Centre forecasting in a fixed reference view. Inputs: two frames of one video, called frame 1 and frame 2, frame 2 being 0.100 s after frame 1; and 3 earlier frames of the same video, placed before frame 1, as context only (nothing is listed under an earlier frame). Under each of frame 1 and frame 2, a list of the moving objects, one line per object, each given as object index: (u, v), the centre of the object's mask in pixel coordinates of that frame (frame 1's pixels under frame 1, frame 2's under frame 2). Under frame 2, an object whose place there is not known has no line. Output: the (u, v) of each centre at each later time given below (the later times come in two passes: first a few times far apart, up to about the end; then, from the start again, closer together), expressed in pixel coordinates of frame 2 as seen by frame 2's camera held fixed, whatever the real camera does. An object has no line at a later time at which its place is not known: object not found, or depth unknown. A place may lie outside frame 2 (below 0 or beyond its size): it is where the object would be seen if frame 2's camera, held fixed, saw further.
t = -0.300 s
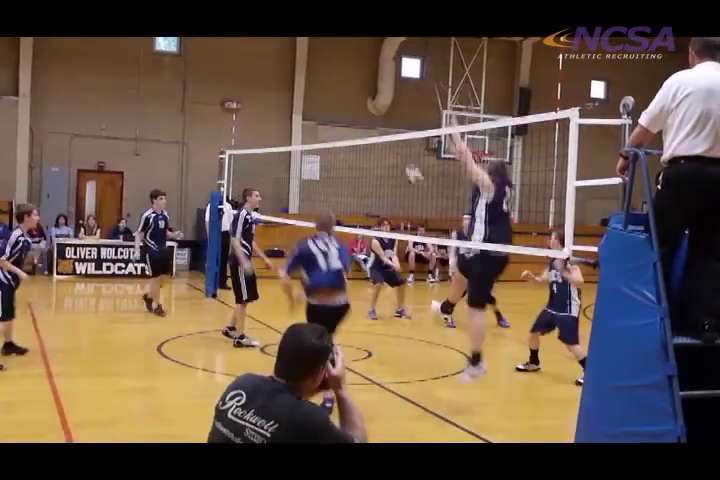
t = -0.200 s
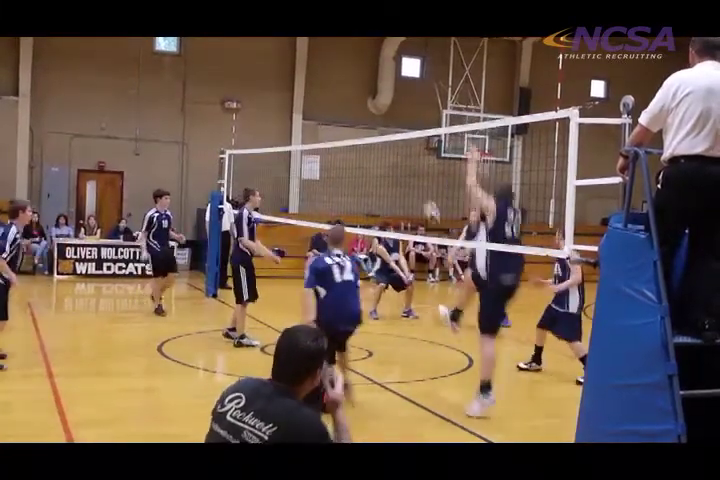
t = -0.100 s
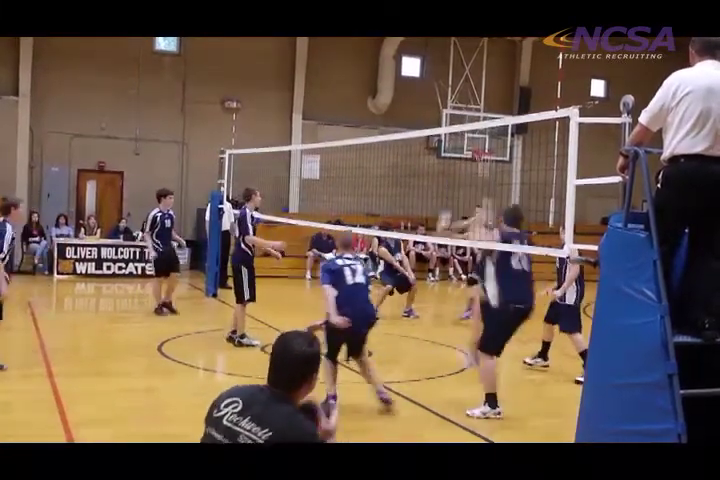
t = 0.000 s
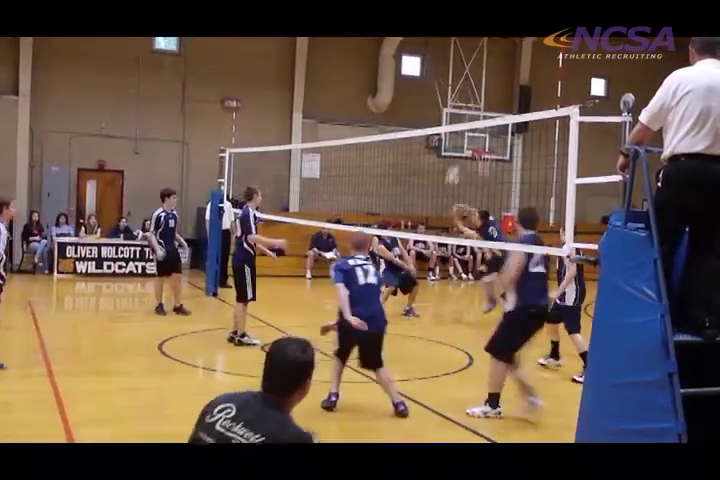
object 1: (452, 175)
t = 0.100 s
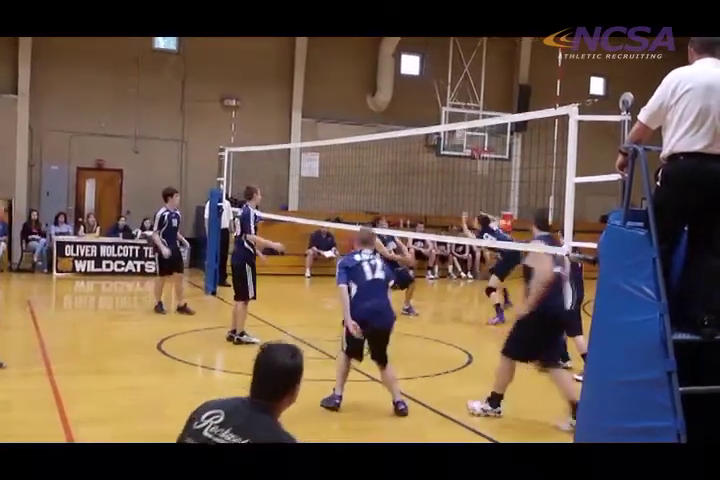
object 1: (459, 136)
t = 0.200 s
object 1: (471, 102)
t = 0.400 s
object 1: (489, 57)
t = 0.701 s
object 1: (518, 43)
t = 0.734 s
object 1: (520, 42)
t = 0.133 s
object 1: (463, 118)
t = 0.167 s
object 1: (468, 112)
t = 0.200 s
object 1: (471, 102)
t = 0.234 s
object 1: (473, 94)
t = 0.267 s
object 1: (475, 86)
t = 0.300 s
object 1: (480, 76)
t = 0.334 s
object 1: (482, 69)
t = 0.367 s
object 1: (486, 63)
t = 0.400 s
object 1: (489, 57)
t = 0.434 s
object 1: (492, 51)
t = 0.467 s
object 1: (495, 48)
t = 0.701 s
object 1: (518, 43)
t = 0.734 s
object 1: (520, 42)
